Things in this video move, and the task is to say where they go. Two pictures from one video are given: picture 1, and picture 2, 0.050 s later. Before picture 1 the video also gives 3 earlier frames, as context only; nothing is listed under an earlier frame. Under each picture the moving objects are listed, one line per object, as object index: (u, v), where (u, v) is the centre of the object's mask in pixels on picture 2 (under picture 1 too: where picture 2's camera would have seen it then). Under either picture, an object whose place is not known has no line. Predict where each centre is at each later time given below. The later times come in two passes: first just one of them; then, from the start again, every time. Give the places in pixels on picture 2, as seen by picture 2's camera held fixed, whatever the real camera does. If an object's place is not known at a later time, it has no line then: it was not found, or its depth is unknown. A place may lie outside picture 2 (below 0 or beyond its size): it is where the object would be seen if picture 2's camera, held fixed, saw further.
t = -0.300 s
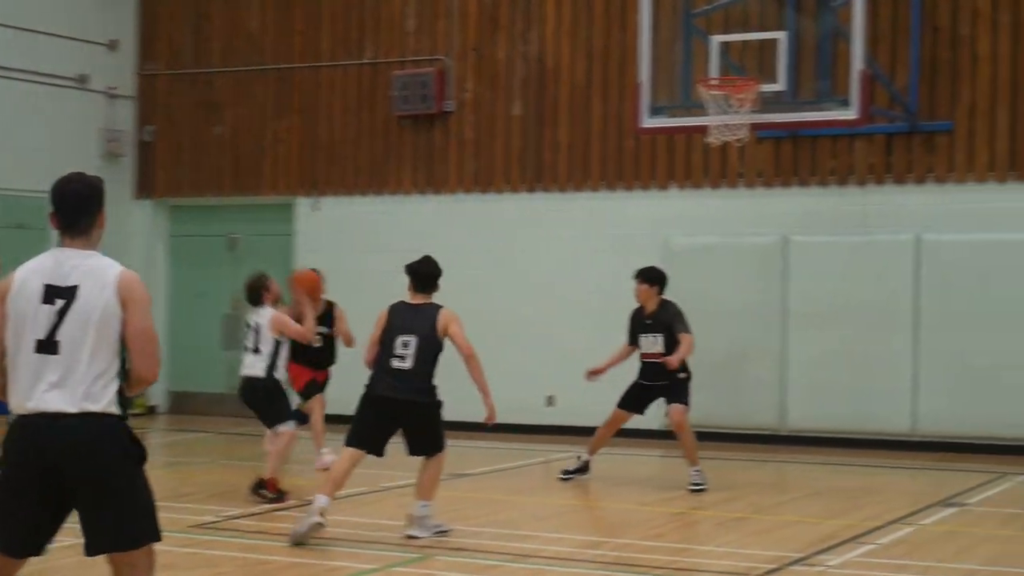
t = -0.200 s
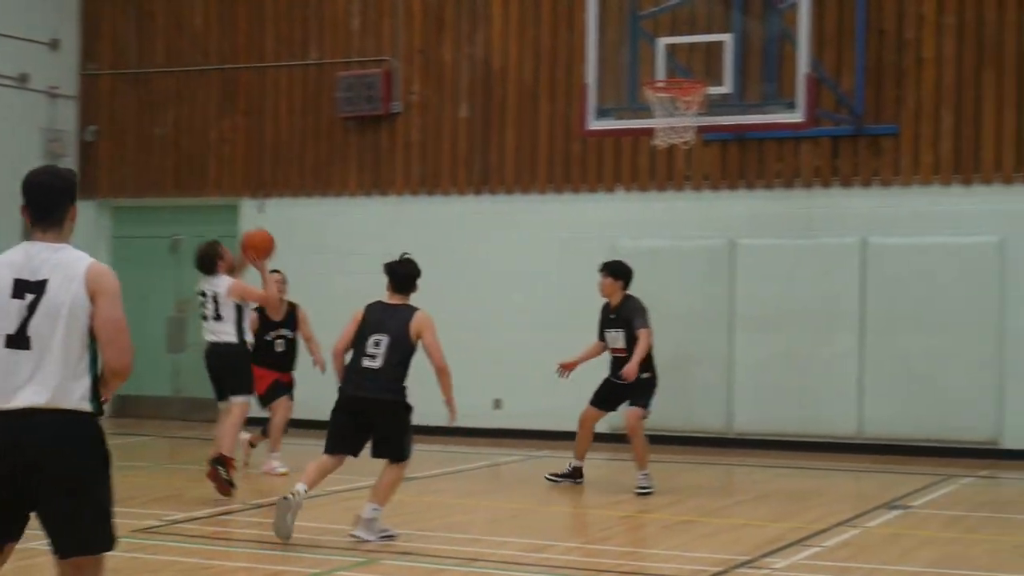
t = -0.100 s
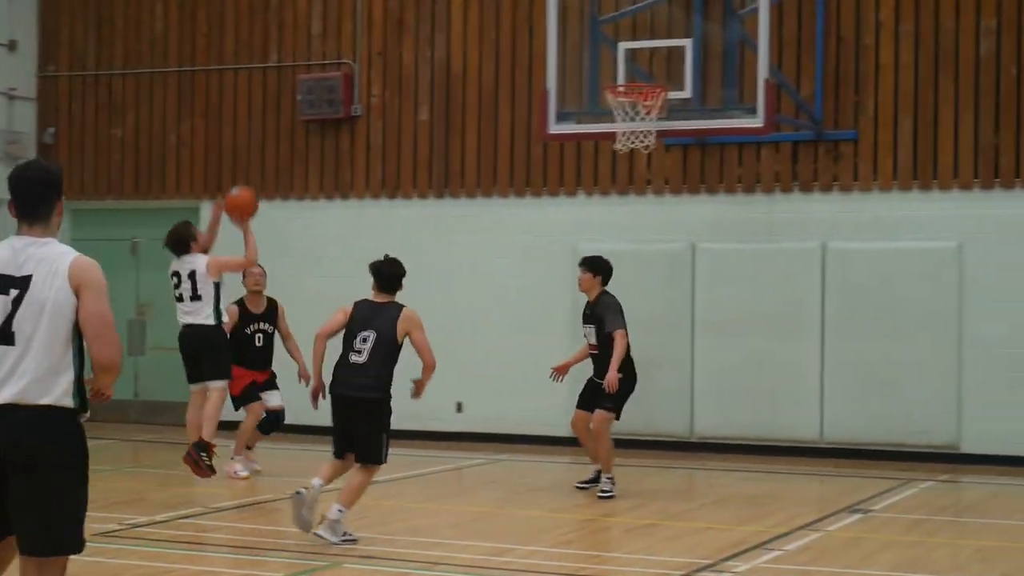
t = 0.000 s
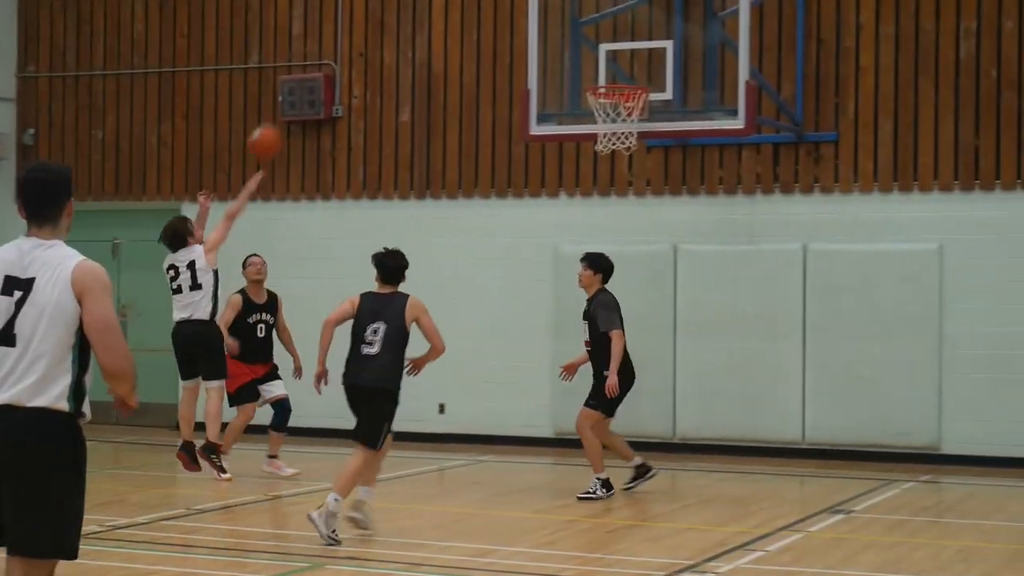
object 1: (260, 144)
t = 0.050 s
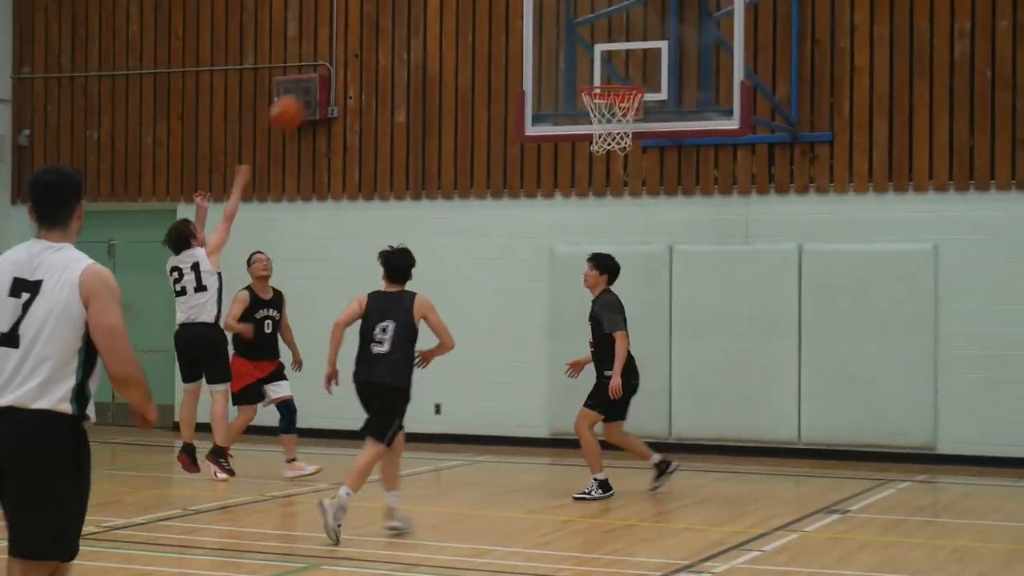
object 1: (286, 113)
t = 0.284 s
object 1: (398, 23)
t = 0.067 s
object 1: (295, 104)
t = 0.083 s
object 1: (302, 95)
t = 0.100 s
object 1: (313, 87)
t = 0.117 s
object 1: (319, 80)
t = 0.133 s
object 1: (327, 71)
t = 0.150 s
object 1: (336, 64)
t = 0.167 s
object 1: (344, 58)
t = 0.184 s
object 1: (353, 51)
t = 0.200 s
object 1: (360, 45)
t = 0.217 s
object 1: (366, 40)
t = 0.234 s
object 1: (375, 34)
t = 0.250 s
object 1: (383, 30)
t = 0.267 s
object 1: (391, 27)
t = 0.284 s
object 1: (398, 23)
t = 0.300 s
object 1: (406, 21)
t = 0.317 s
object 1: (414, 17)
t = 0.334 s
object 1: (422, 15)
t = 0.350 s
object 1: (429, 13)
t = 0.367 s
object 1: (437, 12)
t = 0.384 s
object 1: (444, 11)
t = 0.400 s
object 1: (452, 10)
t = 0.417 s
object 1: (458, 9)
